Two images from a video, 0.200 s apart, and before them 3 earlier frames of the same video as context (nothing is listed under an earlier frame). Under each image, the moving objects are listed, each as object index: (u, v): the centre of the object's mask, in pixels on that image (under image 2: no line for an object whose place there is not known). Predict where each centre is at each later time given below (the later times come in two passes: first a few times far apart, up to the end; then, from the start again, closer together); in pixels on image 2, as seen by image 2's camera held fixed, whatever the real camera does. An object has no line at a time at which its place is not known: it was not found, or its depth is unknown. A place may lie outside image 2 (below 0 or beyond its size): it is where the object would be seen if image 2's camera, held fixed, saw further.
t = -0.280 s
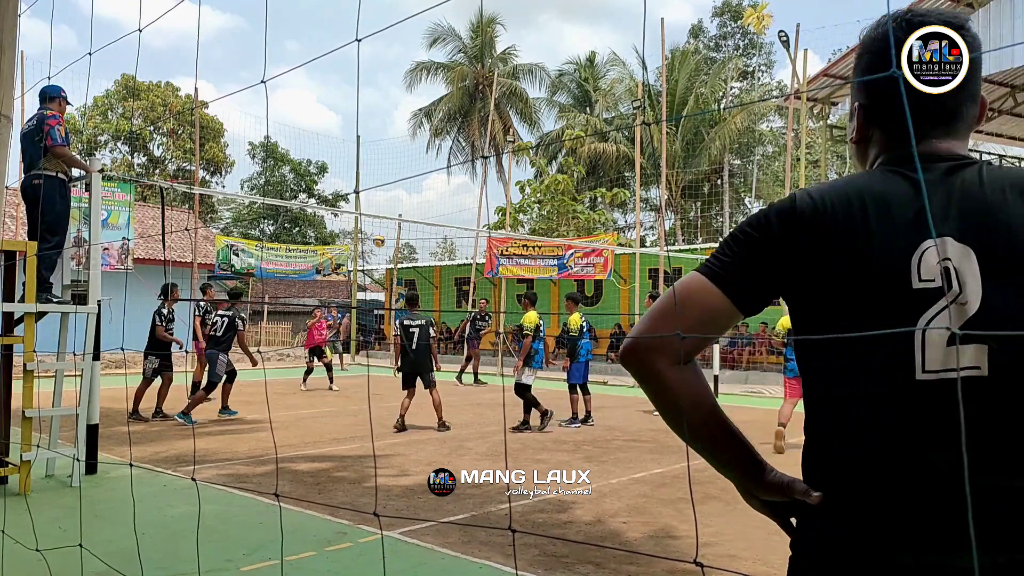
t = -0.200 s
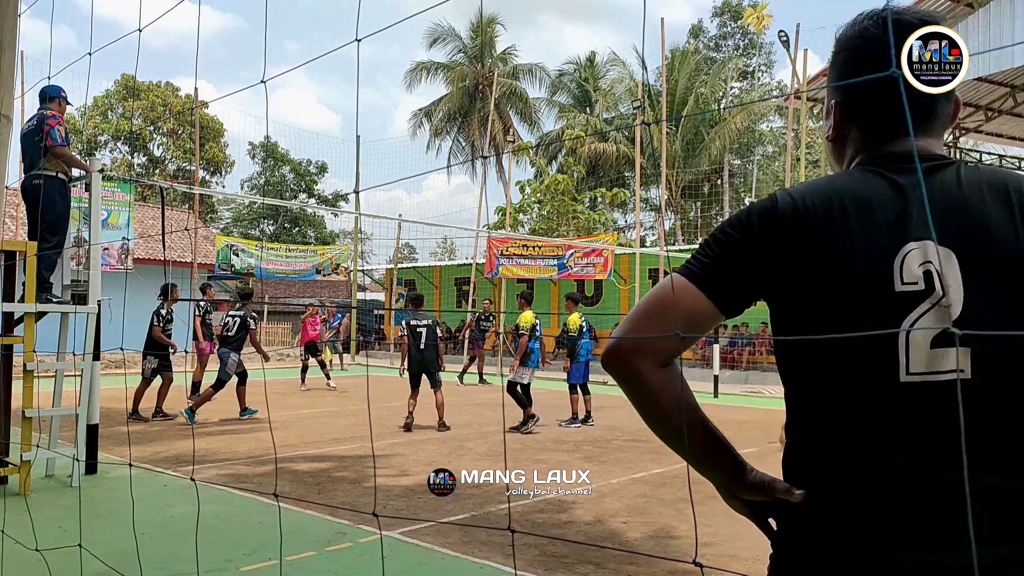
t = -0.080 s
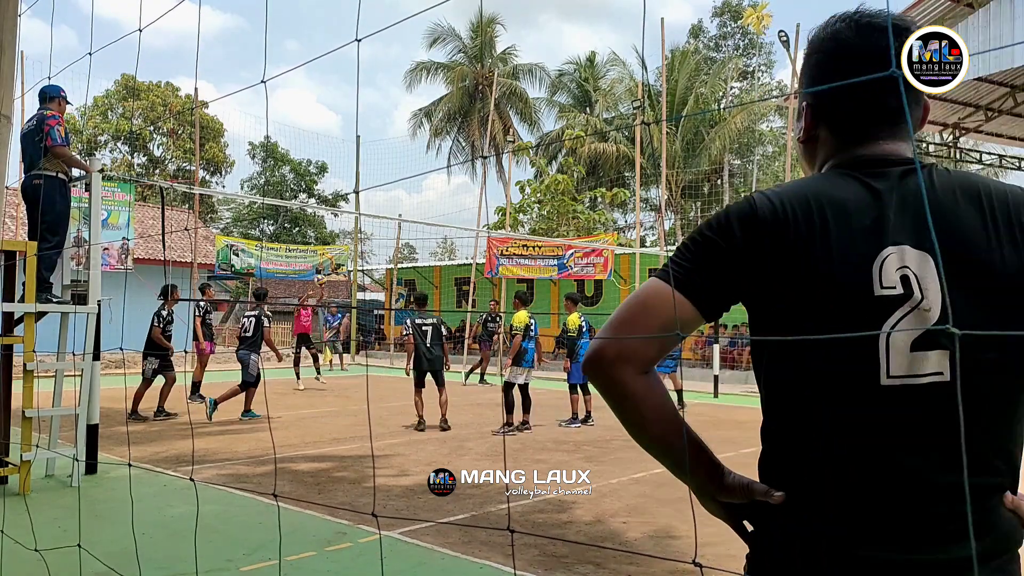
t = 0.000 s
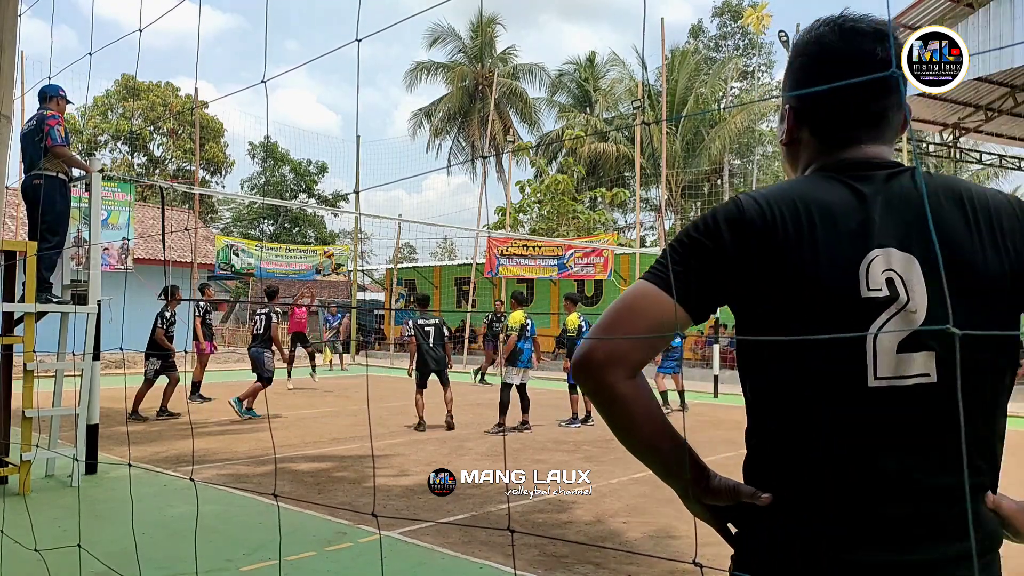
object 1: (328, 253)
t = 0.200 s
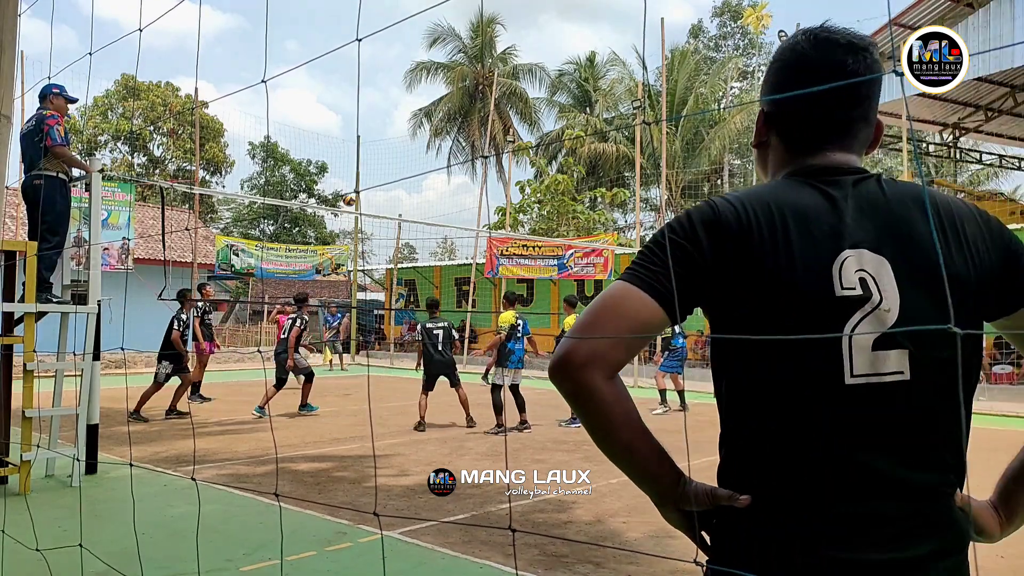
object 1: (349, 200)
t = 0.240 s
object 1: (353, 194)
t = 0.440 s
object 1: (375, 164)
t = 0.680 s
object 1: (404, 158)
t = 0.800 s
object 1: (418, 169)
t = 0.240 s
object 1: (353, 194)
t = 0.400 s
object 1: (371, 167)
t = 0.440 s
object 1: (375, 164)
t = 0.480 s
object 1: (379, 161)
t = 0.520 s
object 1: (385, 158)
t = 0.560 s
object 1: (389, 157)
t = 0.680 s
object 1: (404, 158)
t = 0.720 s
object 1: (410, 161)
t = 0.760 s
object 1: (414, 165)
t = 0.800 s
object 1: (418, 169)
